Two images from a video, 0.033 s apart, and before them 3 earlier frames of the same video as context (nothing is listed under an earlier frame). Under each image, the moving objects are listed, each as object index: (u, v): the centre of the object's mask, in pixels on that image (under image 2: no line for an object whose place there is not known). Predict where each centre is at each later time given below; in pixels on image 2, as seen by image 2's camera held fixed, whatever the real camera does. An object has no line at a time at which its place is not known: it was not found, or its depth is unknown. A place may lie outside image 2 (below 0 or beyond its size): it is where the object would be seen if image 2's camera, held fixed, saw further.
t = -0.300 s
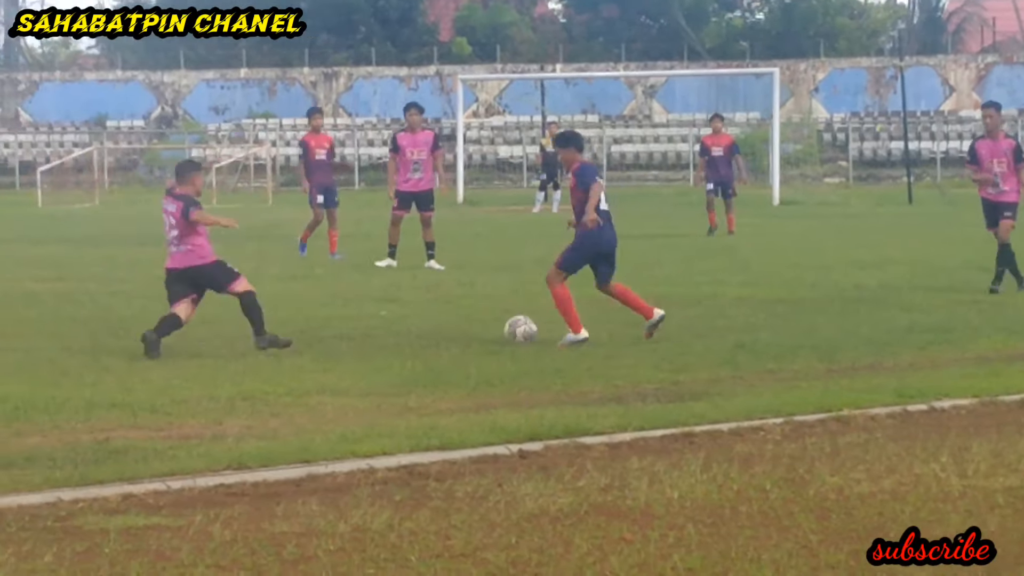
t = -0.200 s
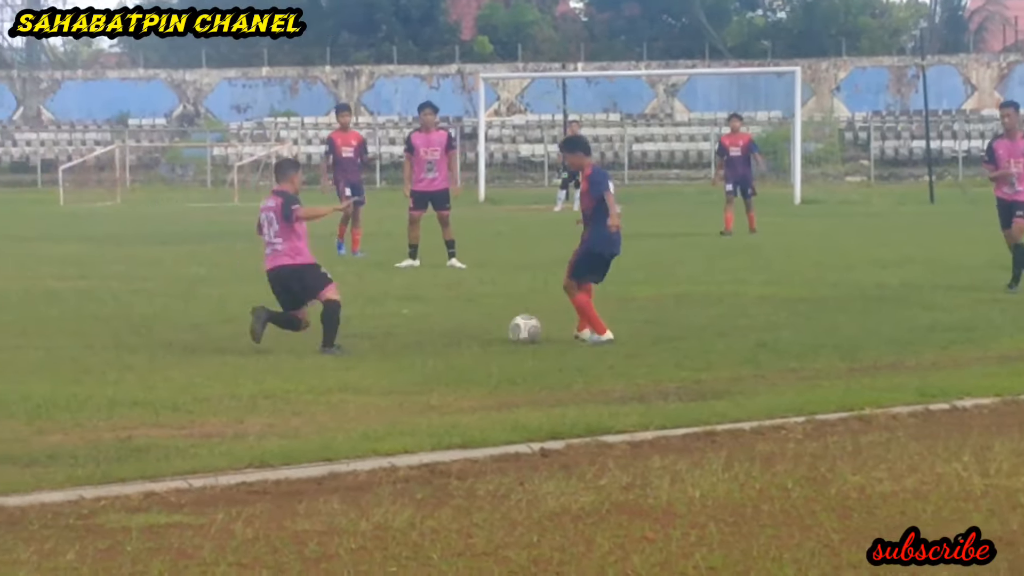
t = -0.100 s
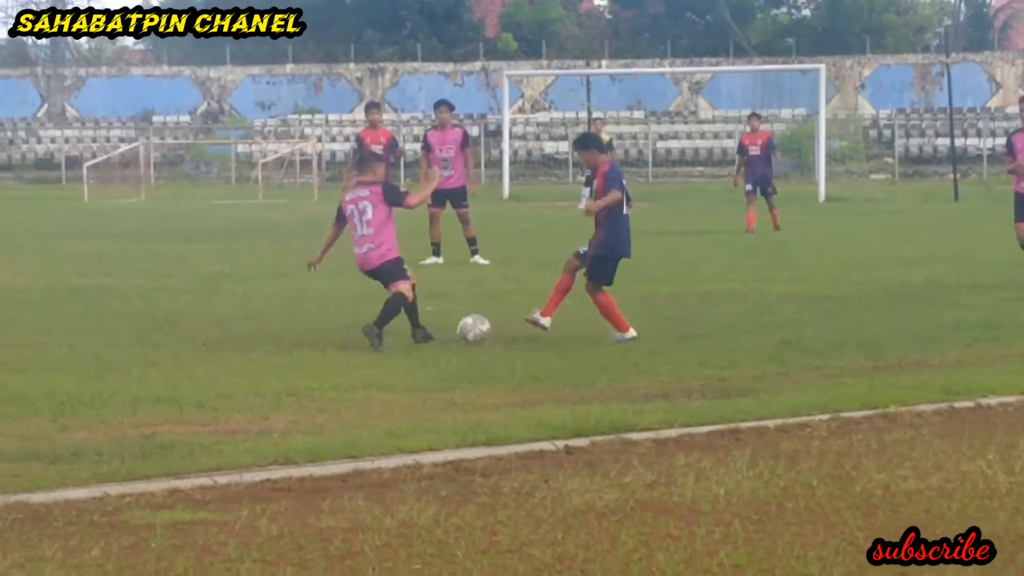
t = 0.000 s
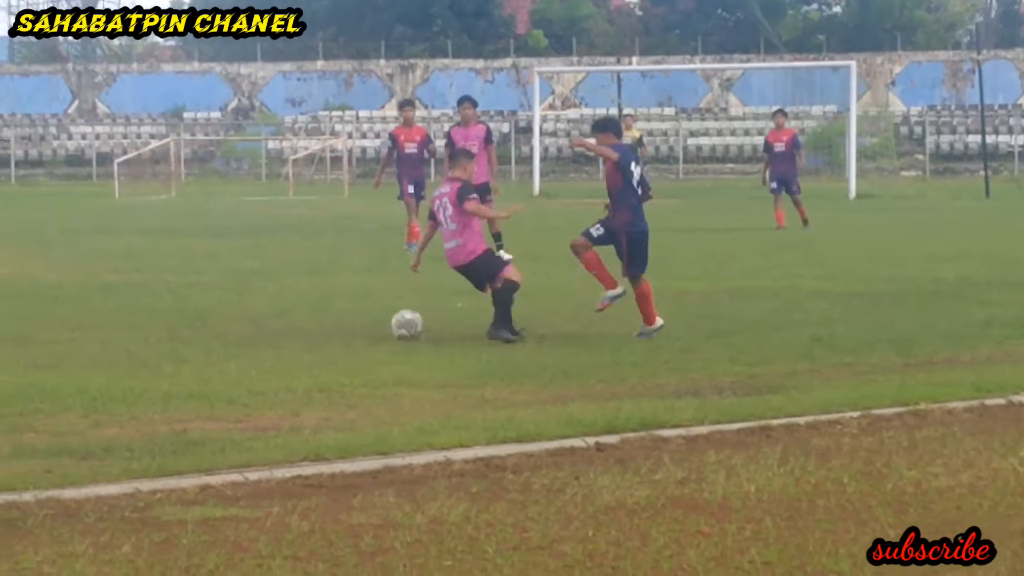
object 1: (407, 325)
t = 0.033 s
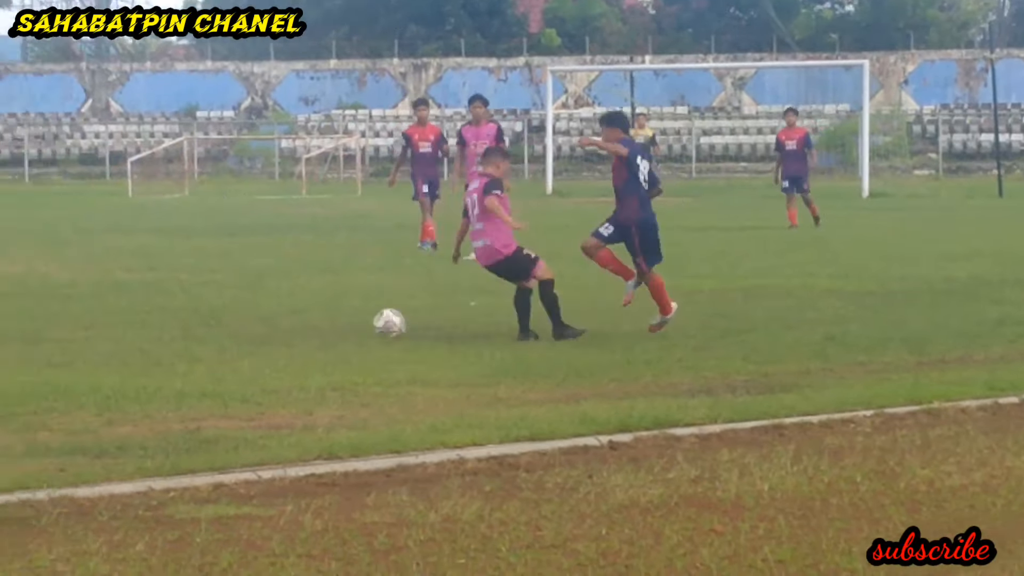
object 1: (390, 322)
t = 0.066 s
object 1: (362, 322)
